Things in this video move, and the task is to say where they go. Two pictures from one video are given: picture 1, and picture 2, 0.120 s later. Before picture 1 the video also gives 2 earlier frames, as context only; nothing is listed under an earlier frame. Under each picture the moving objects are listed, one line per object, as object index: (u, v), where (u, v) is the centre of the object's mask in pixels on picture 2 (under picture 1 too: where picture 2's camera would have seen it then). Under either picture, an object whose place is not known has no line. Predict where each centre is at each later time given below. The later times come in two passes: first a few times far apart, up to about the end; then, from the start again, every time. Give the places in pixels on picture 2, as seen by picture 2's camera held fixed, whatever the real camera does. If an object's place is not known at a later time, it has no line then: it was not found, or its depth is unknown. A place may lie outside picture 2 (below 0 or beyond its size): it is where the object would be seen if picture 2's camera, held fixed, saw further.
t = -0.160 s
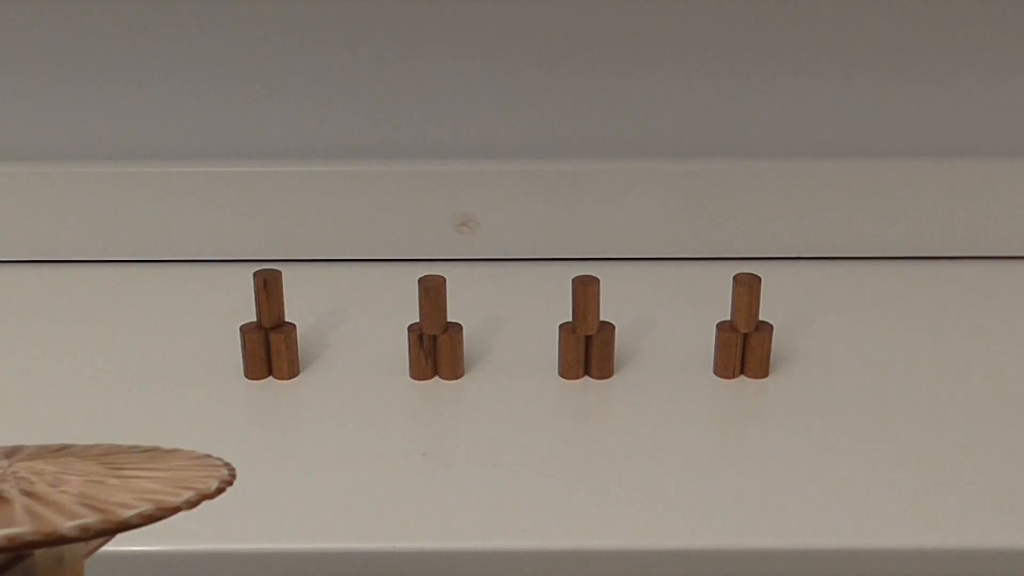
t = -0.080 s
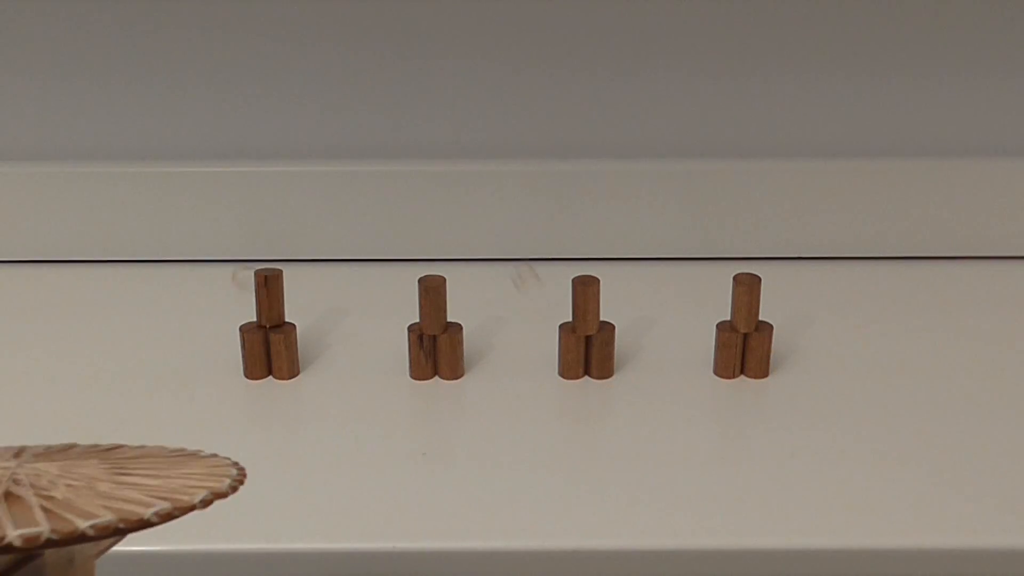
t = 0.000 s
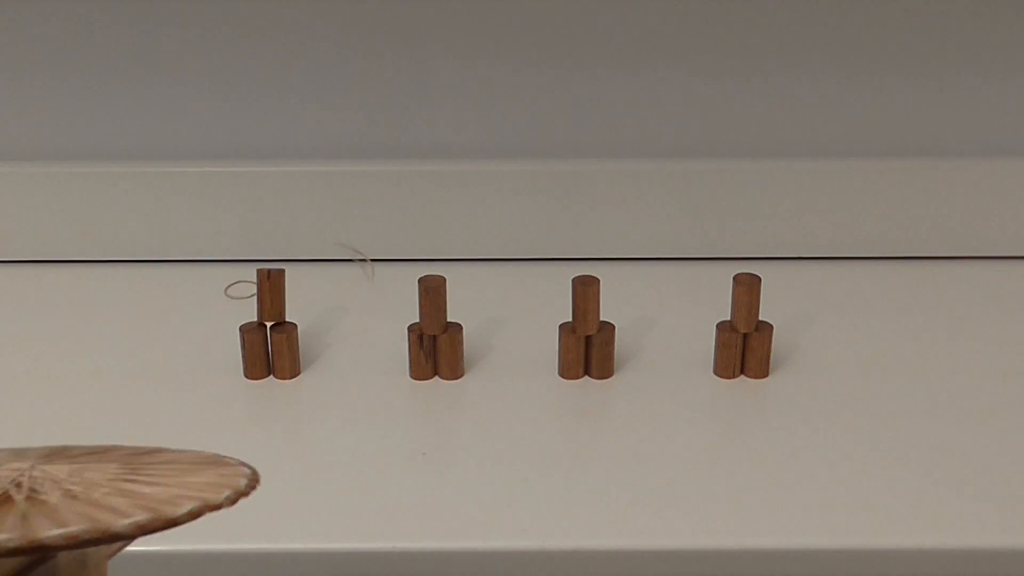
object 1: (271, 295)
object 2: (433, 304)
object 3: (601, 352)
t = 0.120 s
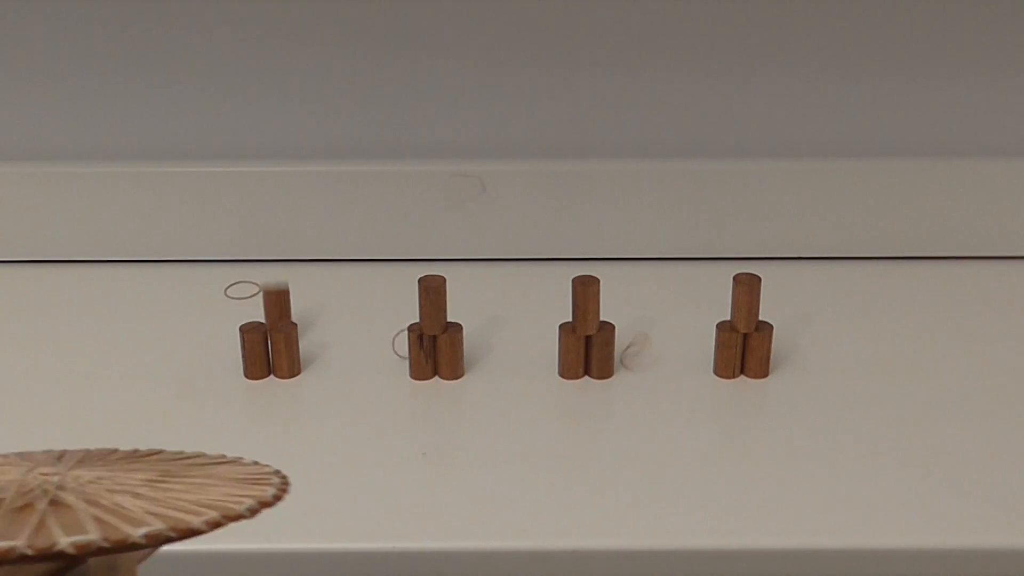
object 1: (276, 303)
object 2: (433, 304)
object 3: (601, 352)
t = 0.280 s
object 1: (280, 297)
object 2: (433, 304)
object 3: (601, 352)
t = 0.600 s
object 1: (288, 273)
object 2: (437, 298)
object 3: (601, 352)
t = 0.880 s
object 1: (295, 263)
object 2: (469, 313)
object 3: (601, 352)
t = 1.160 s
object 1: (288, 273)
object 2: (480, 323)
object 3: (602, 351)
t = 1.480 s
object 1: (281, 285)
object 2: (481, 325)
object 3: (606, 343)
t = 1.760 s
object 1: (266, 295)
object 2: (481, 325)
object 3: (606, 343)
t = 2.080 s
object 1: (263, 309)
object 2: (481, 325)
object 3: (606, 343)
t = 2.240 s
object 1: (258, 316)
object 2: (481, 325)
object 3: (606, 343)
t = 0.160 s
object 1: (277, 292)
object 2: (433, 304)
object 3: (601, 352)
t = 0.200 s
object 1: (279, 293)
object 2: (433, 304)
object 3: (601, 352)
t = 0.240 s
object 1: (281, 301)
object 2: (433, 304)
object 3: (601, 352)
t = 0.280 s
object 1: (280, 297)
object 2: (433, 304)
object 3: (601, 352)
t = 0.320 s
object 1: (276, 294)
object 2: (433, 304)
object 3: (601, 352)
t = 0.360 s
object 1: (276, 293)
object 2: (433, 304)
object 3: (601, 352)
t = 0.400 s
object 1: (276, 290)
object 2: (433, 304)
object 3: (601, 352)
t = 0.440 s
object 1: (278, 287)
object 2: (433, 304)
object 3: (601, 352)
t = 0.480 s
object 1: (280, 284)
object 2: (433, 304)
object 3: (601, 352)
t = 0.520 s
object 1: (283, 280)
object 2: (433, 304)
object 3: (601, 352)
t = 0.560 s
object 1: (285, 277)
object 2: (434, 301)
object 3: (601, 352)
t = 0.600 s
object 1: (288, 273)
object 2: (437, 298)
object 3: (601, 352)
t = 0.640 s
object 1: (290, 269)
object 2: (438, 296)
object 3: (601, 352)
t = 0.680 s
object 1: (292, 266)
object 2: (442, 291)
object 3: (601, 352)
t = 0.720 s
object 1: (295, 262)
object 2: (449, 291)
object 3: (601, 352)
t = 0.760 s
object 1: (297, 259)
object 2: (460, 298)
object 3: (601, 352)
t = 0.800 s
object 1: (297, 260)
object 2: (473, 324)
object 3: (601, 352)
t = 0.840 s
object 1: (296, 261)
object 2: (466, 314)
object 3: (601, 352)
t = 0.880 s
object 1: (295, 263)
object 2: (469, 313)
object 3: (601, 352)
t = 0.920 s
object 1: (294, 264)
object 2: (475, 322)
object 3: (601, 352)
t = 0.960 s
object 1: (293, 266)
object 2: (474, 313)
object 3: (602, 352)
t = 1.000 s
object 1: (292, 268)
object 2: (476, 319)
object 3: (602, 352)
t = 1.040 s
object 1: (290, 270)
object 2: (477, 320)
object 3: (602, 352)
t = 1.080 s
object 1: (290, 271)
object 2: (479, 324)
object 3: (602, 352)
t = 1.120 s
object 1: (289, 272)
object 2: (479, 321)
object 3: (602, 352)
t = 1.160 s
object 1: (288, 273)
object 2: (480, 323)
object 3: (602, 351)
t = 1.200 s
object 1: (287, 274)
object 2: (481, 324)
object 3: (602, 351)
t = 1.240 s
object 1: (286, 276)
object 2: (481, 324)
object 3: (603, 349)
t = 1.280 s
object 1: (285, 278)
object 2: (481, 325)
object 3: (605, 345)
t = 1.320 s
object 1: (284, 280)
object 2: (481, 325)
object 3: (607, 344)
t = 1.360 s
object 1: (283, 281)
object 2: (481, 325)
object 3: (607, 343)
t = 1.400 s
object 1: (282, 282)
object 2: (481, 325)
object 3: (607, 343)
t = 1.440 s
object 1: (282, 284)
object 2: (481, 325)
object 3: (607, 343)
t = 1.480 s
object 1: (281, 285)
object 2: (481, 325)
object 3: (606, 343)
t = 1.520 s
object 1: (280, 287)
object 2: (481, 325)
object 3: (606, 343)
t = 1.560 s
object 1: (279, 288)
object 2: (481, 325)
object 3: (606, 343)
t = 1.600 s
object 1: (278, 290)
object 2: (481, 325)
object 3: (606, 343)
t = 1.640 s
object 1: (277, 291)
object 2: (481, 325)
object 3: (606, 343)
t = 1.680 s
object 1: (276, 292)
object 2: (481, 325)
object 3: (606, 343)
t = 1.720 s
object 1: (275, 294)
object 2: (481, 325)
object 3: (607, 343)
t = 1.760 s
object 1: (266, 295)
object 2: (481, 325)
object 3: (606, 343)
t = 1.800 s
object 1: (272, 298)
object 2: (481, 325)
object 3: (606, 343)
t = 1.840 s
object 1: (271, 300)
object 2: (481, 325)
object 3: (606, 343)
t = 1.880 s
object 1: (270, 302)
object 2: (481, 325)
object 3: (606, 343)
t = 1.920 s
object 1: (268, 304)
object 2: (481, 325)
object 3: (606, 343)
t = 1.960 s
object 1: (267, 305)
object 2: (481, 325)
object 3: (606, 343)
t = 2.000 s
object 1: (266, 307)
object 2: (481, 325)
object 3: (606, 343)
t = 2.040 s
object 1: (265, 308)
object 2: (481, 325)
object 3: (606, 343)
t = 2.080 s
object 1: (263, 309)
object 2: (481, 325)
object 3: (606, 343)
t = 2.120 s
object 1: (262, 310)
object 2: (481, 325)
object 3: (606, 343)
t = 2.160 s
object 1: (261, 312)
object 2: (481, 325)
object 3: (606, 343)
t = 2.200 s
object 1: (260, 314)
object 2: (481, 325)
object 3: (606, 343)
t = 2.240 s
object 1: (258, 316)
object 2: (481, 325)
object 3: (606, 343)
